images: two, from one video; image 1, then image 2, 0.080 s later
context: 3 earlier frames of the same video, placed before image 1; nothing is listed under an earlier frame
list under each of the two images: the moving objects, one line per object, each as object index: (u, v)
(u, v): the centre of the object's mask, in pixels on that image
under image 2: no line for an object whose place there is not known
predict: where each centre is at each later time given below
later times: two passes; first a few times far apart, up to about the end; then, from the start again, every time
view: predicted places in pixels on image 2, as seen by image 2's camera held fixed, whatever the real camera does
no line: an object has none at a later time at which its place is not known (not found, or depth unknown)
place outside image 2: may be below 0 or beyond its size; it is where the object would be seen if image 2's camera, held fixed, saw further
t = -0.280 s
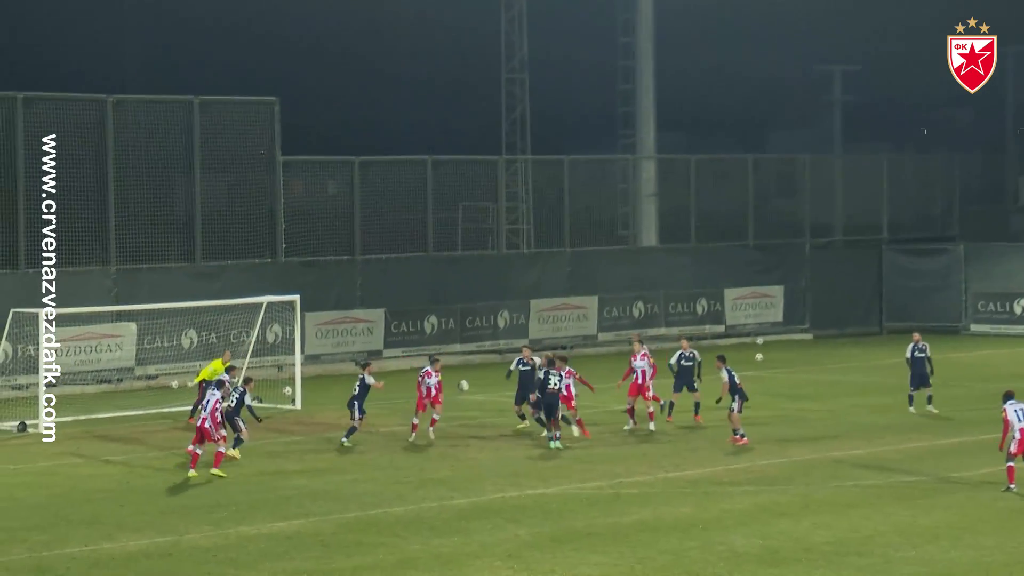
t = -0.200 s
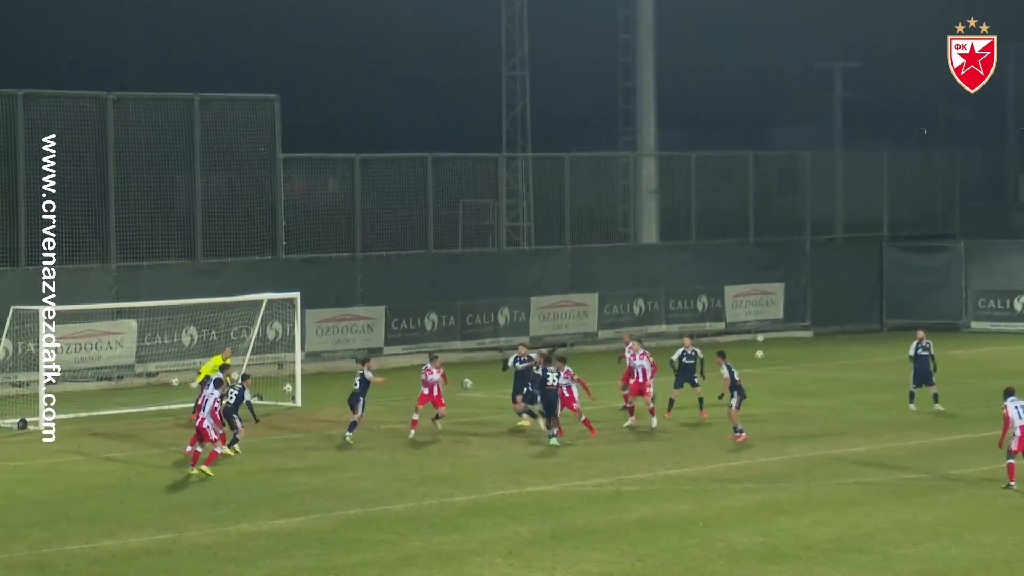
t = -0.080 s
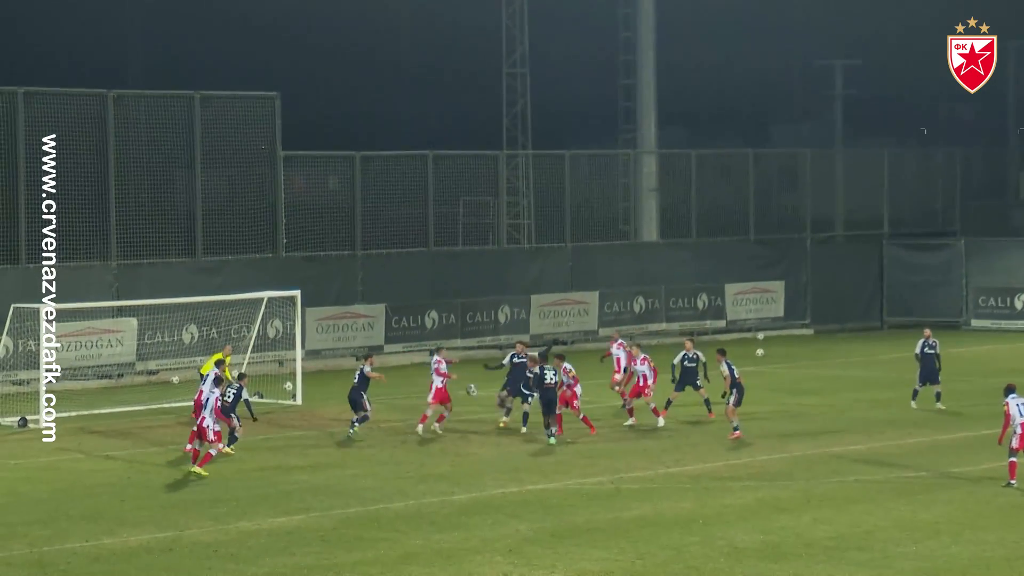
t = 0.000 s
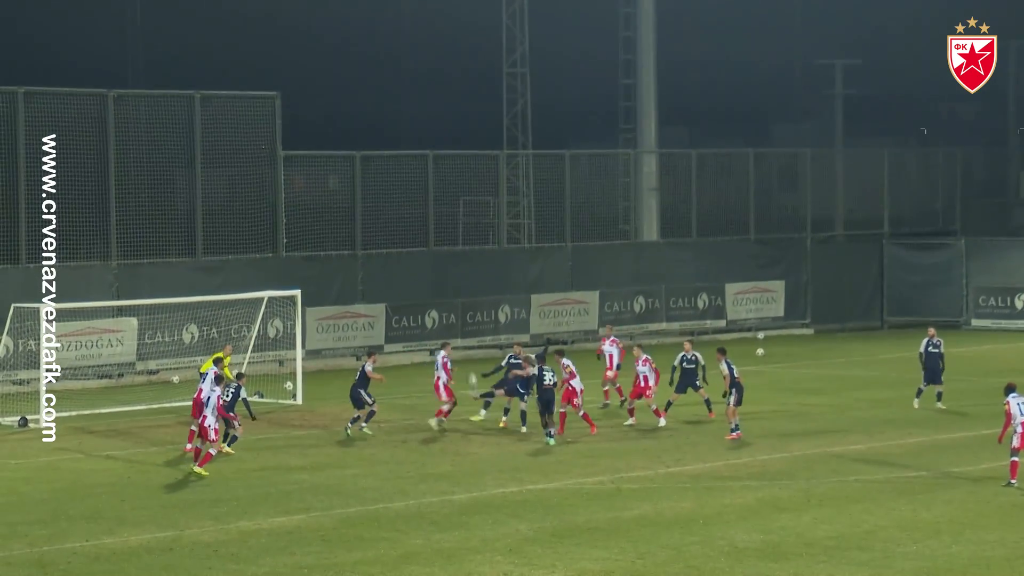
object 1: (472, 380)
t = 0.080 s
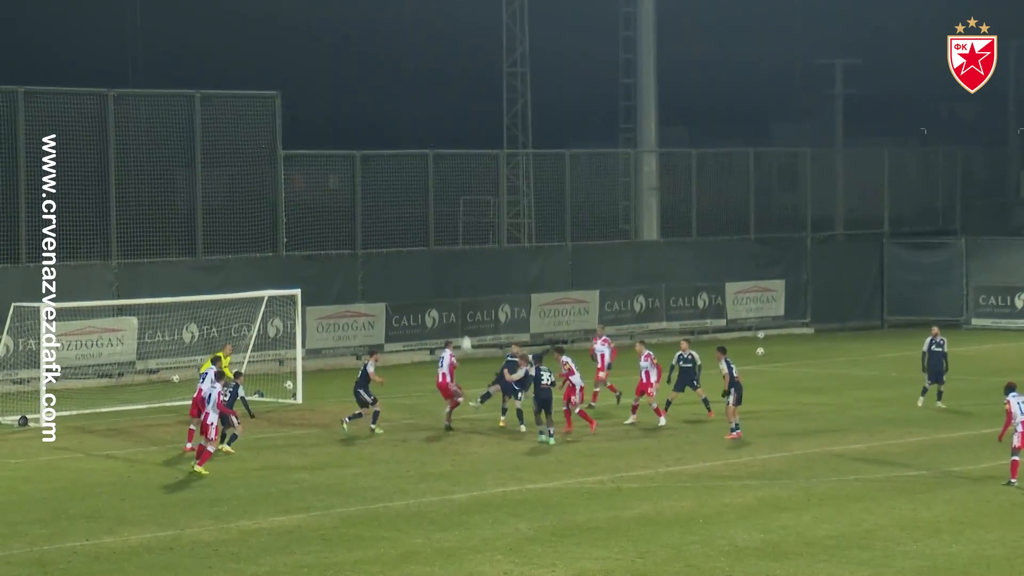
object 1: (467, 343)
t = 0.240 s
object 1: (457, 282)
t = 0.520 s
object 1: (445, 200)
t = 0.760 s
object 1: (440, 160)
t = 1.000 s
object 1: (436, 149)
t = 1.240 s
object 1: (433, 168)
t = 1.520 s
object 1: (430, 233)
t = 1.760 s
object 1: (428, 323)
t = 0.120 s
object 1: (463, 328)
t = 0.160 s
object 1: (460, 312)
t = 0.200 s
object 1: (458, 296)
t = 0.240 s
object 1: (457, 282)
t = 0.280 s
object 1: (455, 268)
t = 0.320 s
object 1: (453, 255)
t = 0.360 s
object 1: (451, 243)
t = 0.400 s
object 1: (449, 231)
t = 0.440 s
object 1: (448, 220)
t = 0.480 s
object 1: (446, 210)
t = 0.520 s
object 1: (445, 200)
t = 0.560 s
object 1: (444, 191)
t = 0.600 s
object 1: (443, 183)
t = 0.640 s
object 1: (442, 176)
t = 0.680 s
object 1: (441, 170)
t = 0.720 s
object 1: (440, 165)
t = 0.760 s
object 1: (440, 160)
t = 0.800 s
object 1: (439, 156)
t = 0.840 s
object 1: (438, 153)
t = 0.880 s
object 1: (437, 151)
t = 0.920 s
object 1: (436, 149)
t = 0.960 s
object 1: (436, 148)
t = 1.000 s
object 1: (436, 149)
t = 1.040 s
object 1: (436, 149)
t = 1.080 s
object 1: (435, 152)
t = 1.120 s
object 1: (434, 154)
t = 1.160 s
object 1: (434, 158)
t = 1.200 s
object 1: (434, 162)
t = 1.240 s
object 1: (433, 168)
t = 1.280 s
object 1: (433, 174)
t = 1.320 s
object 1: (432, 182)
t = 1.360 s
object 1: (432, 190)
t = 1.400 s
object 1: (431, 199)
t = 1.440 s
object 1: (431, 210)
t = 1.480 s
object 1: (431, 221)
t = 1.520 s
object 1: (430, 233)
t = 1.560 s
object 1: (430, 245)
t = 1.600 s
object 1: (430, 259)
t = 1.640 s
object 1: (429, 274)
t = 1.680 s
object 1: (429, 290)
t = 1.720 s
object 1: (428, 306)
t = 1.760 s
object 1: (428, 323)
